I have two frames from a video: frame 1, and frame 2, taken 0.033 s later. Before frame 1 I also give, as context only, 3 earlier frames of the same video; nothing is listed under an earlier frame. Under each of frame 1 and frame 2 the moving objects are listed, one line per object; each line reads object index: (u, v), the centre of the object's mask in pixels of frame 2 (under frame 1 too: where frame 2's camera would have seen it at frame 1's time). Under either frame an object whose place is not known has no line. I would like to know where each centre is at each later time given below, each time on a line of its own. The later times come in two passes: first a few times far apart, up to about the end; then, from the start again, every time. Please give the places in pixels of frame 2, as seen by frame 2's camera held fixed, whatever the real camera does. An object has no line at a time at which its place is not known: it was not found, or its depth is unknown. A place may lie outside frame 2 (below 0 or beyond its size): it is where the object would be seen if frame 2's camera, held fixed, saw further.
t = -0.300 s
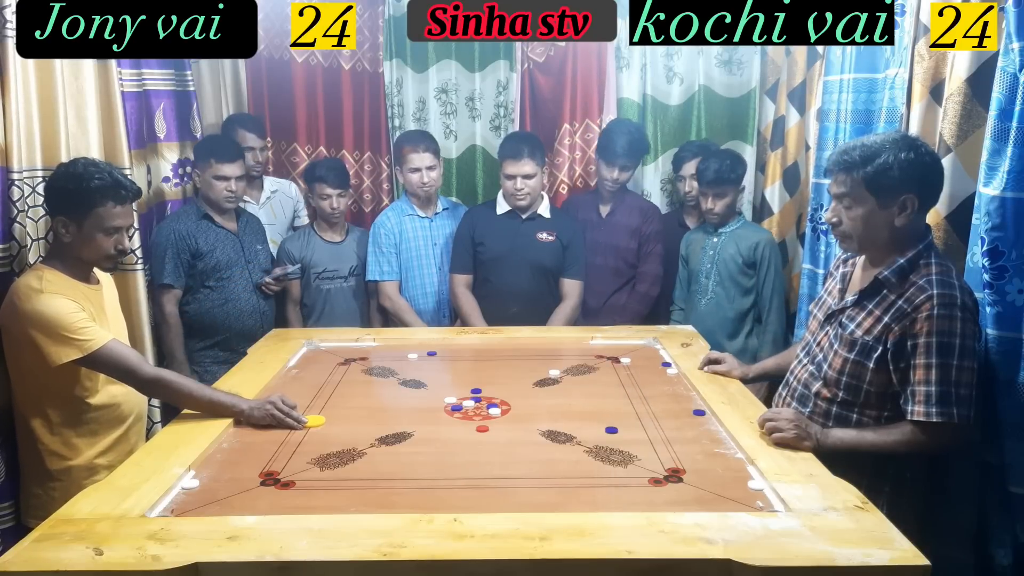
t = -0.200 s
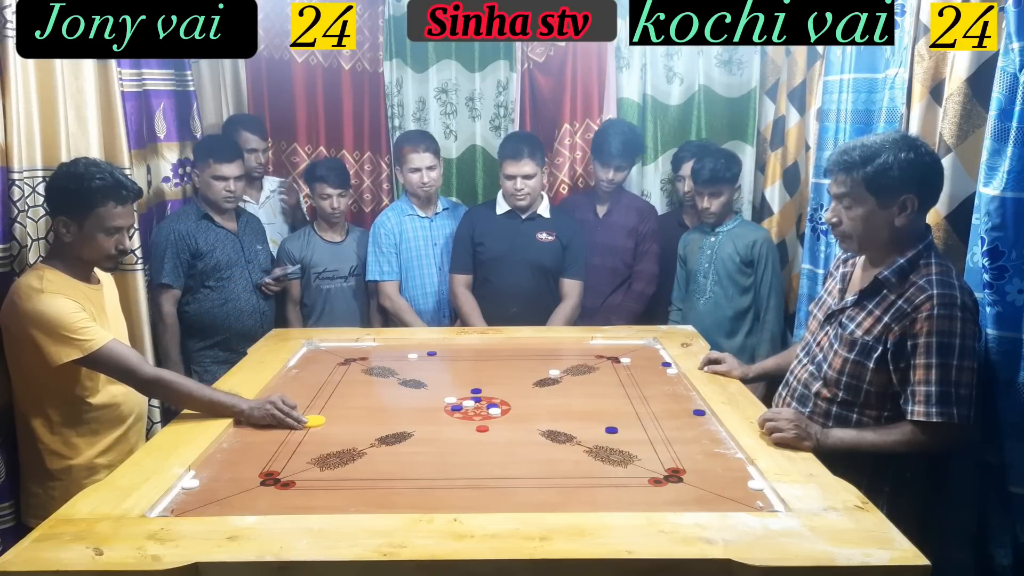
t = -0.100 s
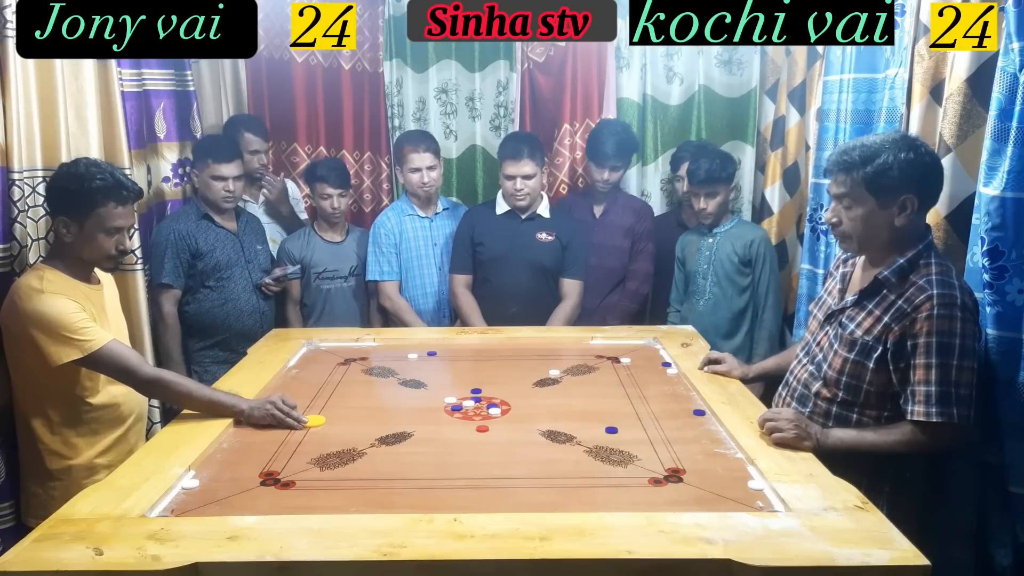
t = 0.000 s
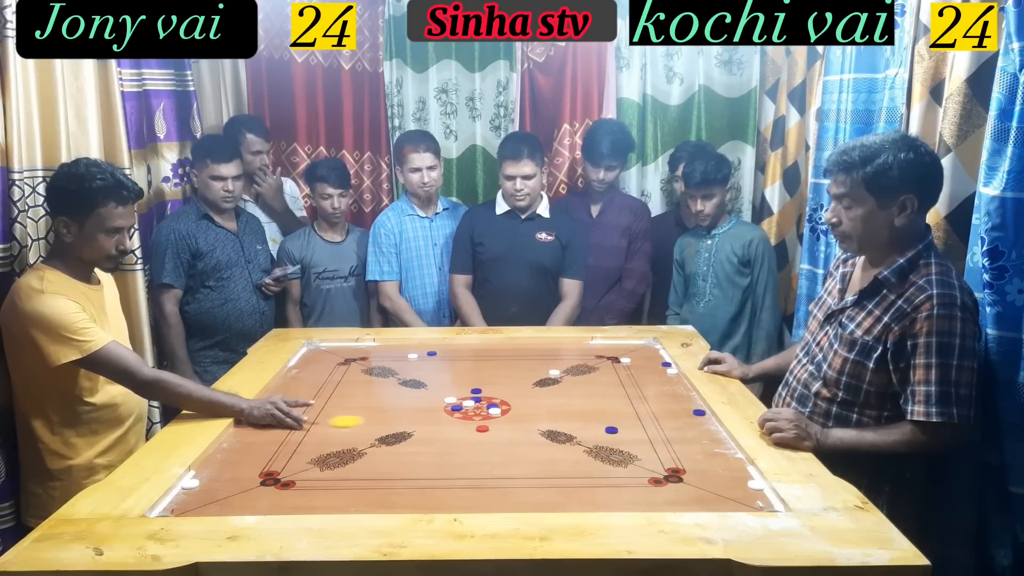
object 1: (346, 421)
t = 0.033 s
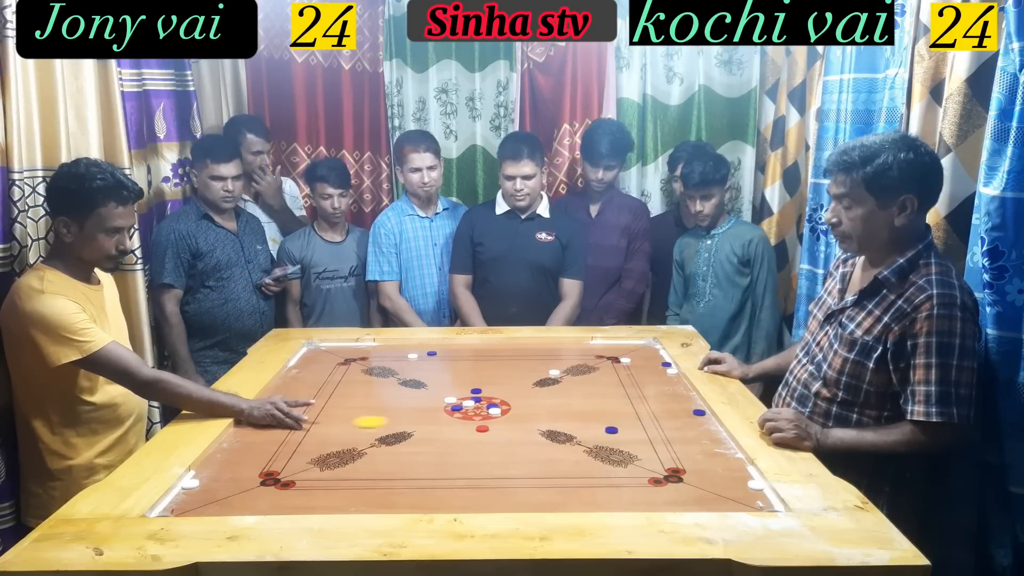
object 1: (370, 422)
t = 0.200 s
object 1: (481, 423)
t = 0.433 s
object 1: (586, 418)
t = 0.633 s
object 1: (656, 414)
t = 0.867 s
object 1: (672, 412)
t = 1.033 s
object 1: (663, 412)
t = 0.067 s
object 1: (393, 422)
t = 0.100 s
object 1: (417, 423)
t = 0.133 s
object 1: (439, 423)
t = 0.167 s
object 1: (463, 424)
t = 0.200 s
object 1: (481, 423)
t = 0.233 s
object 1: (498, 422)
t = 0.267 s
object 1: (514, 421)
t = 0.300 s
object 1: (529, 420)
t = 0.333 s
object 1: (544, 420)
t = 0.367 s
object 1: (558, 419)
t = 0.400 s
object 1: (572, 418)
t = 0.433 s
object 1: (586, 418)
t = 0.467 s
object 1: (599, 417)
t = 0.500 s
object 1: (611, 416)
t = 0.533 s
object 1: (623, 416)
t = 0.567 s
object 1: (634, 415)
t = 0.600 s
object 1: (645, 414)
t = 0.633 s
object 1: (656, 414)
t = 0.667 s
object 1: (666, 413)
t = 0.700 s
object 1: (675, 413)
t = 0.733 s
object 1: (683, 413)
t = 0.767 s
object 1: (681, 412)
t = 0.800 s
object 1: (678, 412)
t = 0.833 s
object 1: (674, 412)
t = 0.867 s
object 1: (672, 412)
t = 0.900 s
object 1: (669, 412)
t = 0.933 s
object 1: (667, 412)
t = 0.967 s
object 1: (665, 412)
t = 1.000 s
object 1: (664, 412)
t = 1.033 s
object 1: (663, 412)
